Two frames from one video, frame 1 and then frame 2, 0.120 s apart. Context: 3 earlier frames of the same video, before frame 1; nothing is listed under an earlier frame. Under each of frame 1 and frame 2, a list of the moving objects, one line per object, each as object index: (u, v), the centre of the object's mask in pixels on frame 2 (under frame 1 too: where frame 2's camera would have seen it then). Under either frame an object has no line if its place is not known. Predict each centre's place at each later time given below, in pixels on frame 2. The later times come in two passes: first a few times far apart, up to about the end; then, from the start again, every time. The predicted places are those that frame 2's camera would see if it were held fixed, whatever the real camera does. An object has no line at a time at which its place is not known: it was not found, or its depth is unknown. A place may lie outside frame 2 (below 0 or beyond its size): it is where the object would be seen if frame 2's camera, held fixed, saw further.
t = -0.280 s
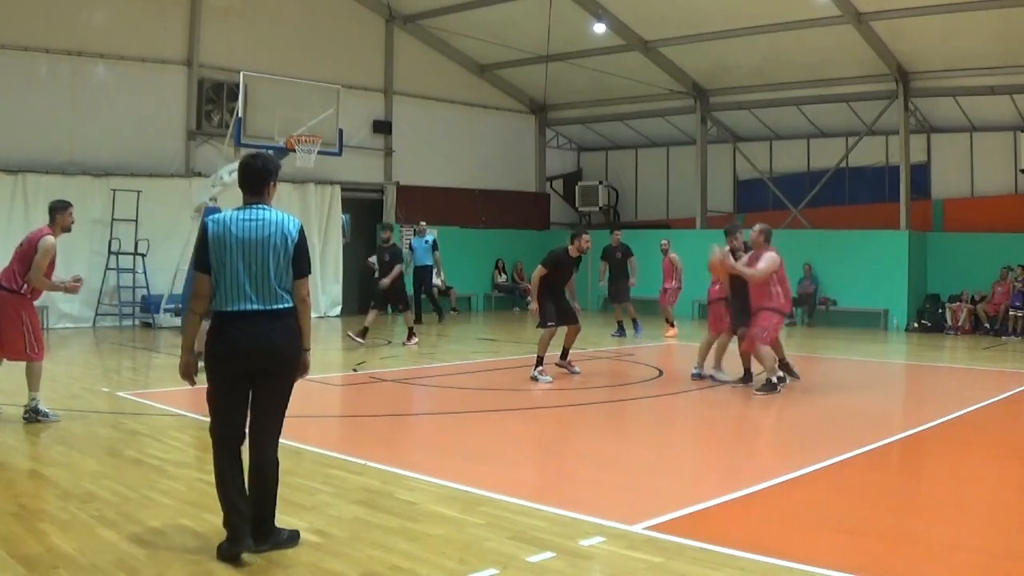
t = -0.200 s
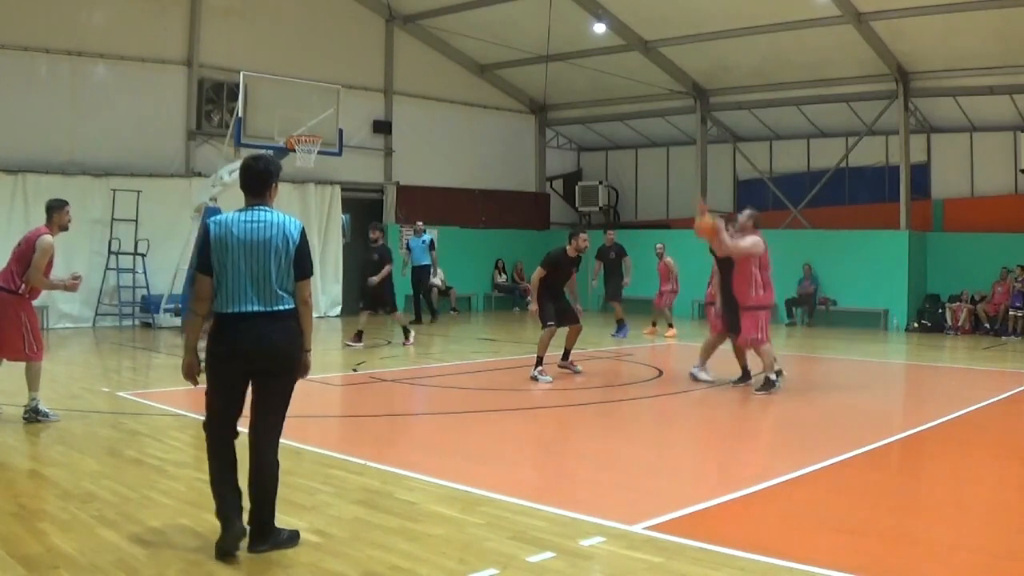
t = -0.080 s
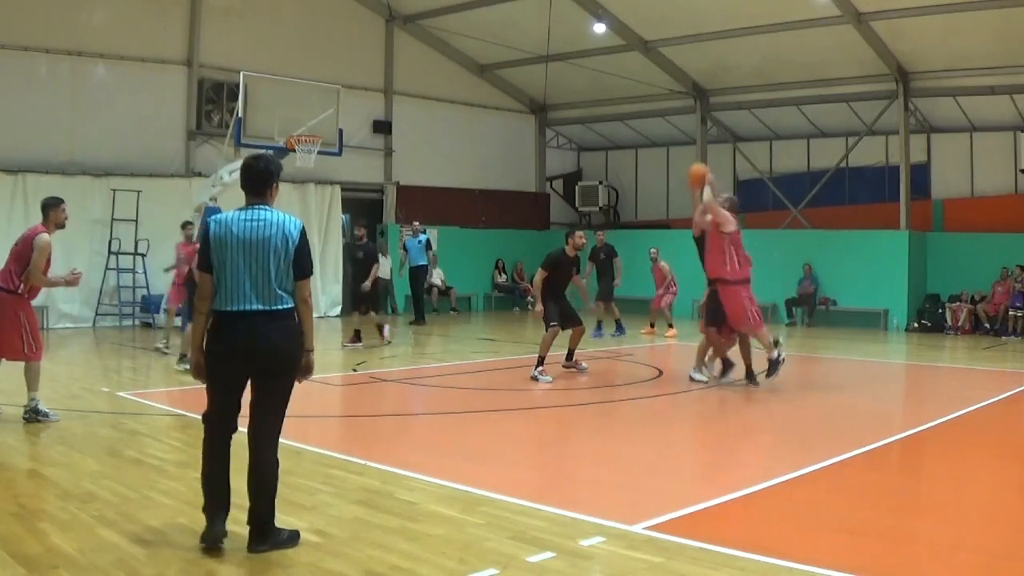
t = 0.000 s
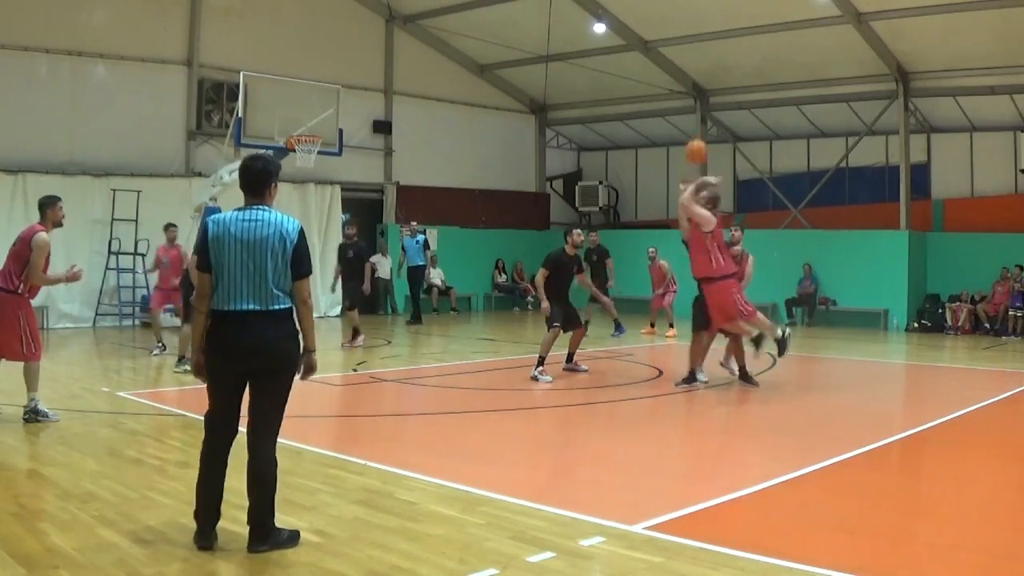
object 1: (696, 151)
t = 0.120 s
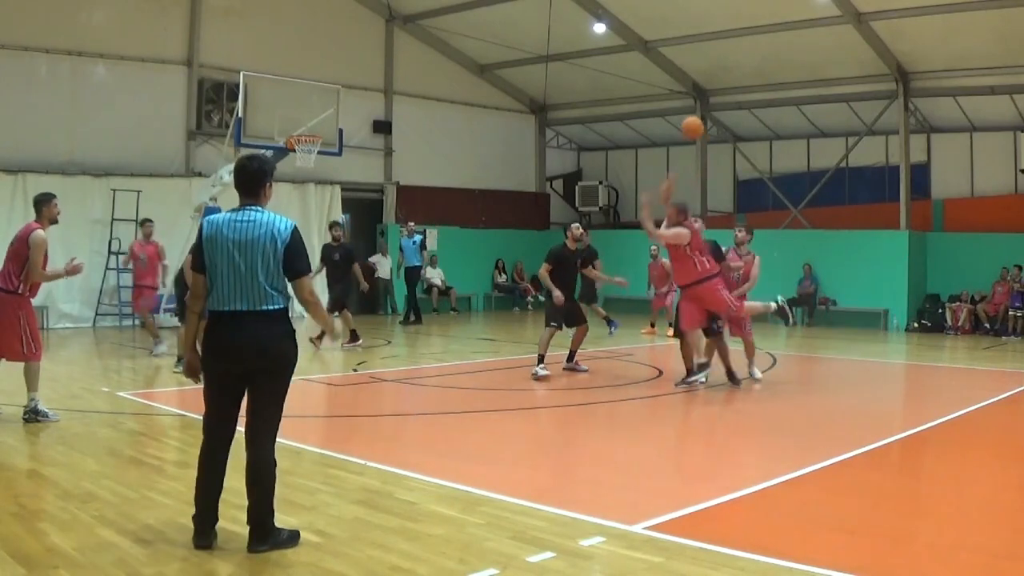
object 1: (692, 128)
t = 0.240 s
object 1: (688, 118)
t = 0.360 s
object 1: (684, 121)
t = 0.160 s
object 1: (691, 122)
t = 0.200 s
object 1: (690, 119)
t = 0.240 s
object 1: (688, 118)
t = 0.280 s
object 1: (687, 118)
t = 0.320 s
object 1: (687, 118)
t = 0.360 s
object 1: (684, 121)
